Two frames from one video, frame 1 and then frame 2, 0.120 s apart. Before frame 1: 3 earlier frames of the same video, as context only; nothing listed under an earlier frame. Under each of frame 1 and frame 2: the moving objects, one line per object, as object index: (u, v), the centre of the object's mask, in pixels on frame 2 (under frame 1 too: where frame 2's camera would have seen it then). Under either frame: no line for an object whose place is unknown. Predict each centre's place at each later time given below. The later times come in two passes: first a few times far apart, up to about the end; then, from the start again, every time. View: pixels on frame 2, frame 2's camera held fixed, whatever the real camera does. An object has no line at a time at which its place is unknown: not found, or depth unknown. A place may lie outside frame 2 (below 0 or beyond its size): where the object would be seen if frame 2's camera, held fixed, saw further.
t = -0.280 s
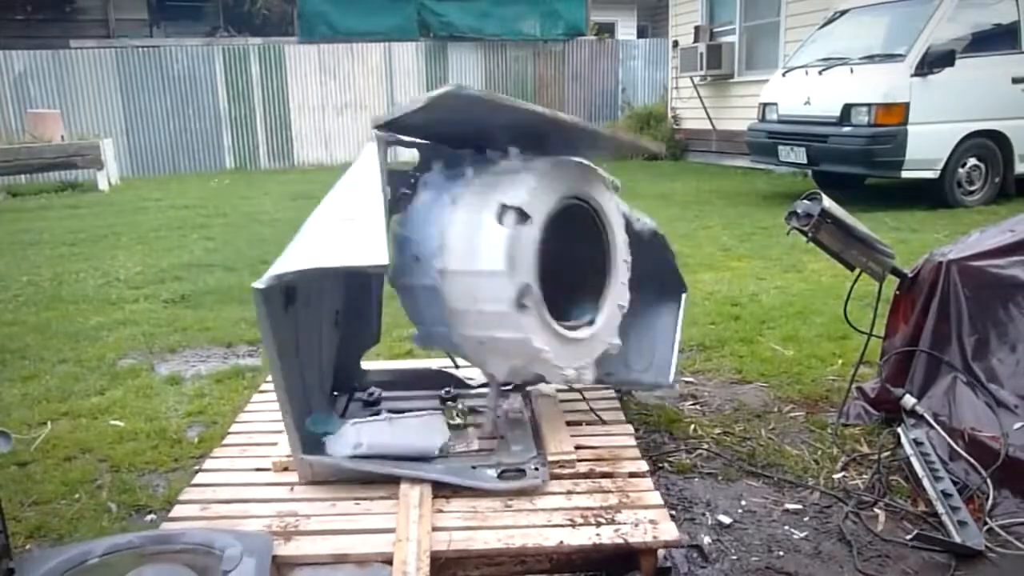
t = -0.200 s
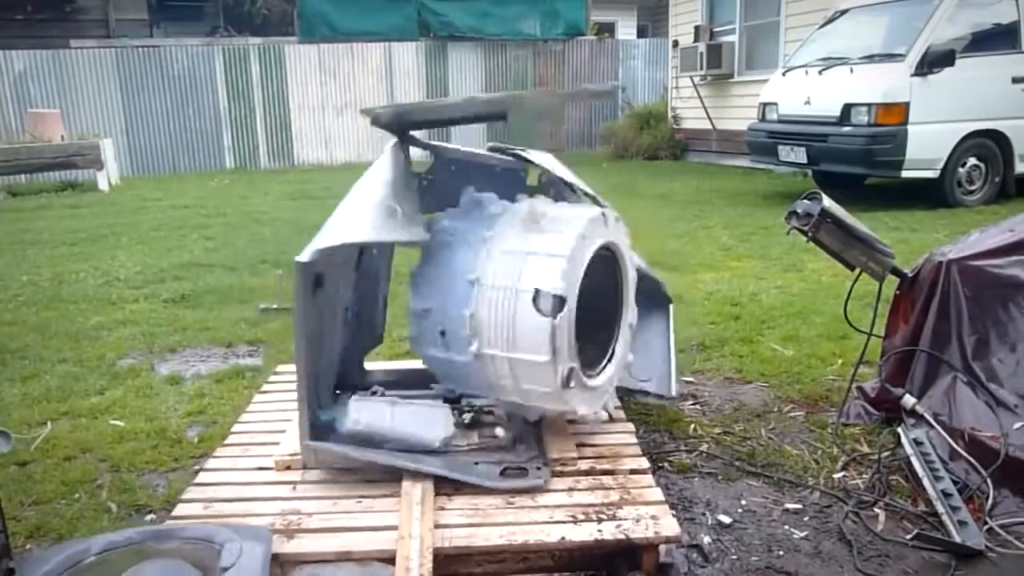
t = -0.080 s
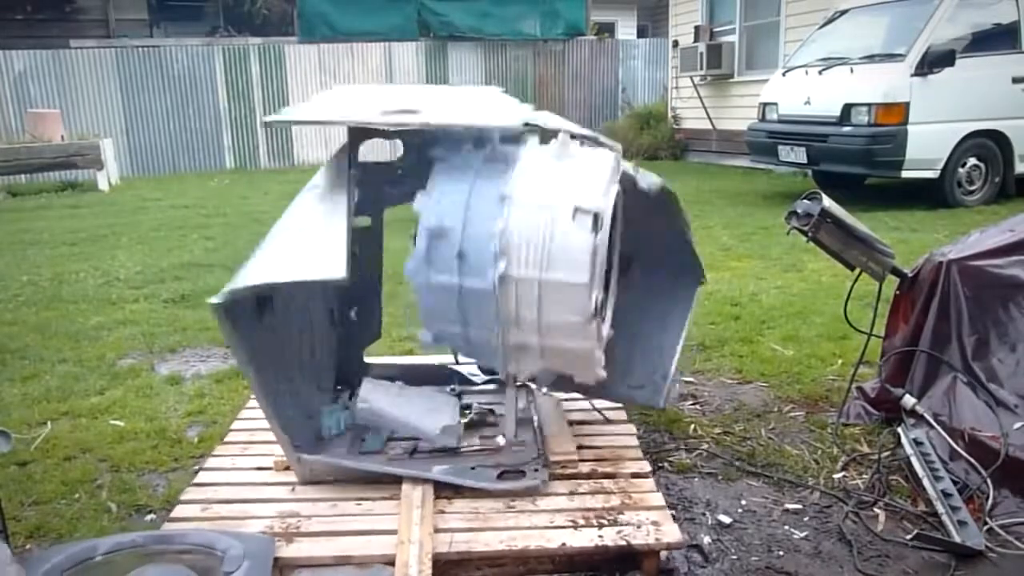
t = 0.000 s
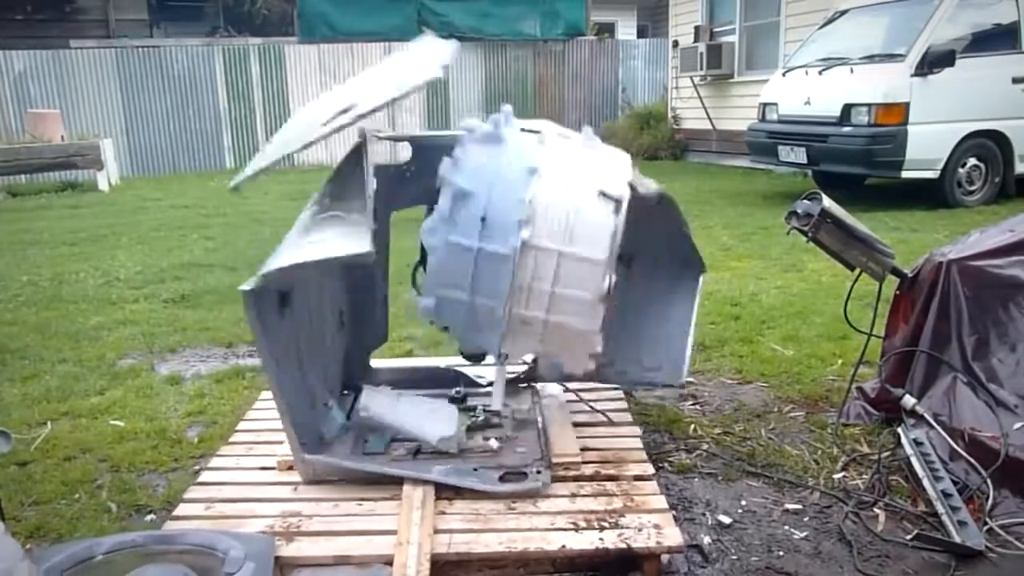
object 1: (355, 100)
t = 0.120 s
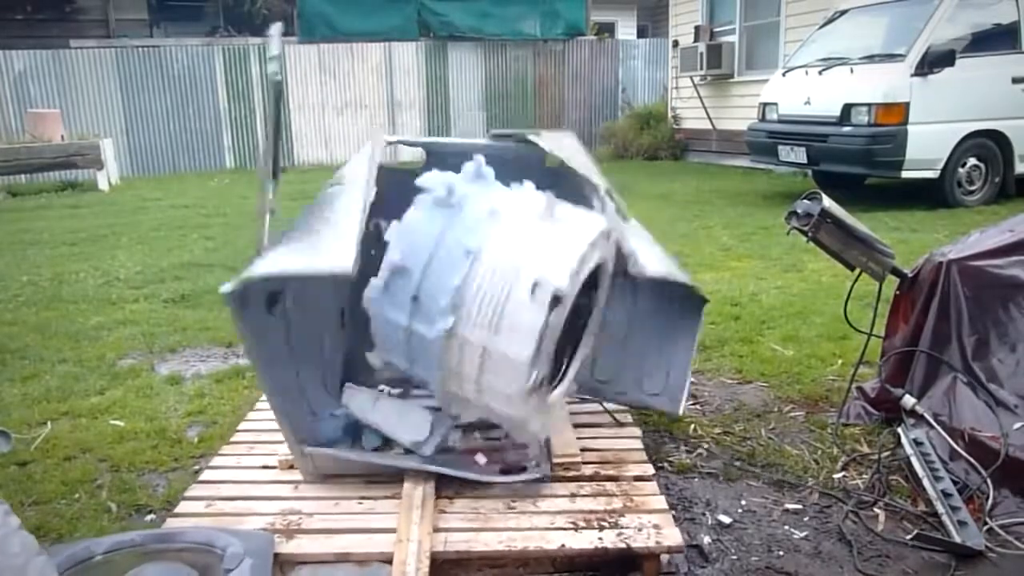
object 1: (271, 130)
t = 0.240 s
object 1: (171, 234)
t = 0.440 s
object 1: (99, 437)
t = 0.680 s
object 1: (78, 469)
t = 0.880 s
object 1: (78, 469)
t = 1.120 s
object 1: (77, 469)
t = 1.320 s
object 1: (79, 468)
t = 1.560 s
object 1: (78, 468)
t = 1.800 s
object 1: (82, 467)
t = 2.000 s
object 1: (82, 467)
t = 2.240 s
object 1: (78, 469)
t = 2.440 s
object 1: (80, 467)
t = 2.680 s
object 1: (87, 464)
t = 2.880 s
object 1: (78, 468)
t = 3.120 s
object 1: (78, 469)
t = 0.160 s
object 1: (235, 158)
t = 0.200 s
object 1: (202, 185)
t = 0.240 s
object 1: (171, 234)
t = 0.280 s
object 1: (149, 284)
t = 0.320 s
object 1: (124, 336)
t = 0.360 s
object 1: (117, 392)
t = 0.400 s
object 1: (108, 418)
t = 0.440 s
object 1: (99, 437)
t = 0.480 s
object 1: (88, 454)
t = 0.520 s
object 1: (78, 467)
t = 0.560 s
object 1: (77, 469)
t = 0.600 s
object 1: (78, 469)
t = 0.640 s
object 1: (78, 468)
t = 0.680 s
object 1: (78, 469)
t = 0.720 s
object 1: (78, 469)
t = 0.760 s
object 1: (78, 469)
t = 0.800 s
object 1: (78, 469)
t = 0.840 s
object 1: (78, 469)
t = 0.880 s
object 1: (78, 469)
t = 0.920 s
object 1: (78, 469)
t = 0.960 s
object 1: (77, 469)
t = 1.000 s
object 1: (77, 469)
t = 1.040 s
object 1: (78, 469)
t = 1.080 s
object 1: (78, 469)
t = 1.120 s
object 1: (77, 469)
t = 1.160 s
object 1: (78, 469)
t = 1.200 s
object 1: (78, 468)
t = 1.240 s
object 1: (79, 468)
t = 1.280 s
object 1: (79, 468)
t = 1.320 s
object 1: (79, 468)
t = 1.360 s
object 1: (79, 468)
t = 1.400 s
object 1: (79, 468)
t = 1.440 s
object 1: (79, 468)
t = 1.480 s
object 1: (79, 468)
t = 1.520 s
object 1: (78, 468)
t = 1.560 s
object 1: (78, 468)
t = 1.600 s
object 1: (78, 468)
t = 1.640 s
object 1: (78, 468)
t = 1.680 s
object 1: (79, 468)
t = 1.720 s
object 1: (79, 468)
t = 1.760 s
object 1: (80, 467)
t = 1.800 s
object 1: (82, 467)
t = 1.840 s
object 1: (82, 466)
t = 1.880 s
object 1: (83, 466)
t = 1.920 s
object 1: (83, 466)
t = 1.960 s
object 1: (83, 466)
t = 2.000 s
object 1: (82, 467)
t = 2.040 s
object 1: (81, 467)
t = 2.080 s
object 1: (79, 468)
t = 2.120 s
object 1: (79, 468)
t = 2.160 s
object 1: (78, 469)
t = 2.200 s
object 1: (78, 469)
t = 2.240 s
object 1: (78, 469)
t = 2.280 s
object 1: (78, 469)
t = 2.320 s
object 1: (78, 468)
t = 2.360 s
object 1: (78, 468)
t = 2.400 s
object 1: (79, 468)
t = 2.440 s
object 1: (80, 467)
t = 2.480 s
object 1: (82, 467)
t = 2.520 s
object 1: (83, 466)
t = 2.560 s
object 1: (85, 465)
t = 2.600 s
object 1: (87, 465)
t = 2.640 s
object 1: (87, 465)
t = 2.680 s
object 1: (87, 464)
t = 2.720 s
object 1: (85, 465)
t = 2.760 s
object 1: (83, 466)
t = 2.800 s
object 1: (81, 467)
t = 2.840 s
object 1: (80, 468)
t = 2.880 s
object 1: (78, 468)
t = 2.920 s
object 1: (78, 469)
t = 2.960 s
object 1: (78, 469)
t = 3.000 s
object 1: (78, 469)
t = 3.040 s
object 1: (78, 469)
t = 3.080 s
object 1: (78, 469)
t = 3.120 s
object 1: (78, 469)
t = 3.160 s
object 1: (78, 469)
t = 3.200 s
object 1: (78, 469)
